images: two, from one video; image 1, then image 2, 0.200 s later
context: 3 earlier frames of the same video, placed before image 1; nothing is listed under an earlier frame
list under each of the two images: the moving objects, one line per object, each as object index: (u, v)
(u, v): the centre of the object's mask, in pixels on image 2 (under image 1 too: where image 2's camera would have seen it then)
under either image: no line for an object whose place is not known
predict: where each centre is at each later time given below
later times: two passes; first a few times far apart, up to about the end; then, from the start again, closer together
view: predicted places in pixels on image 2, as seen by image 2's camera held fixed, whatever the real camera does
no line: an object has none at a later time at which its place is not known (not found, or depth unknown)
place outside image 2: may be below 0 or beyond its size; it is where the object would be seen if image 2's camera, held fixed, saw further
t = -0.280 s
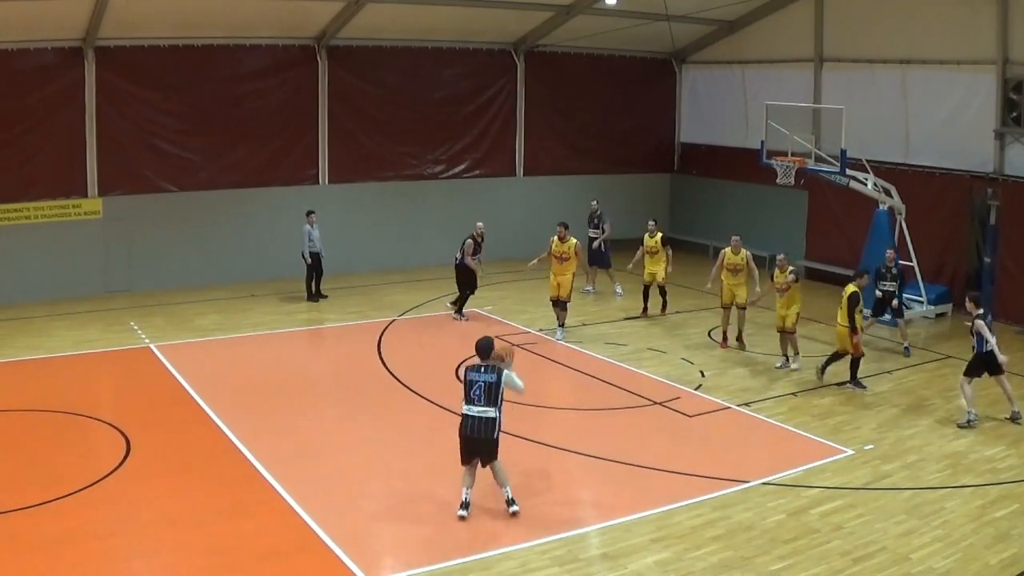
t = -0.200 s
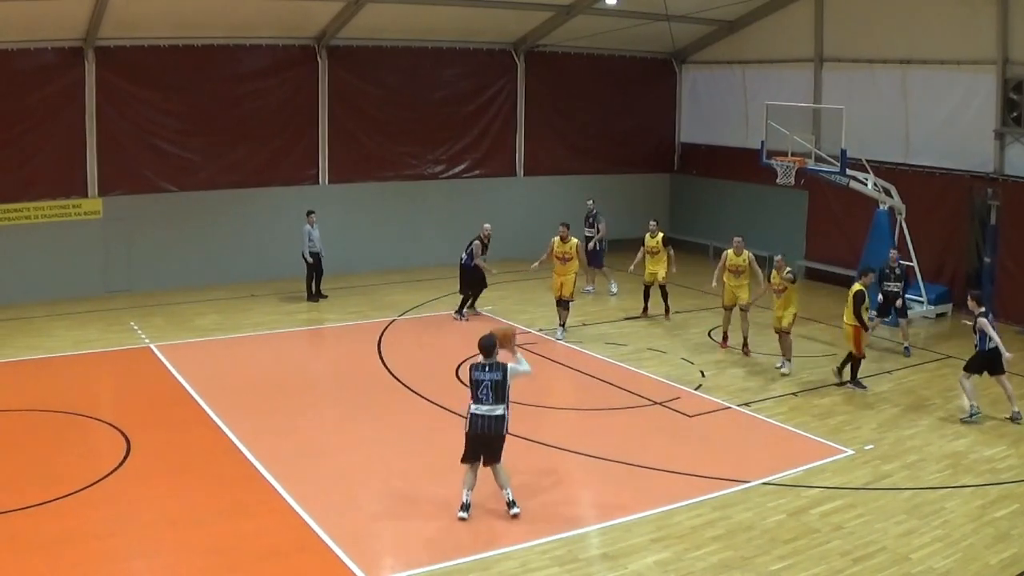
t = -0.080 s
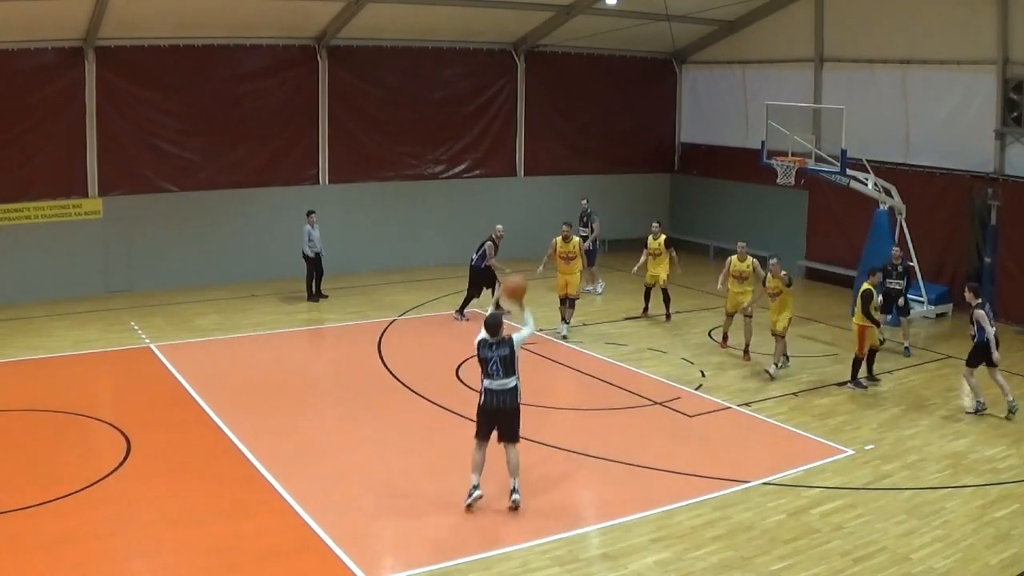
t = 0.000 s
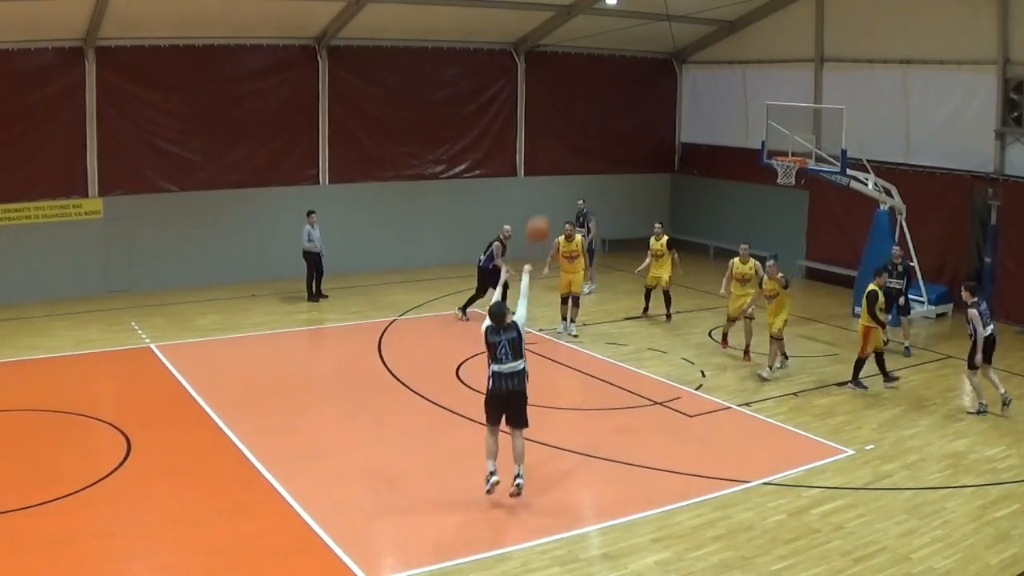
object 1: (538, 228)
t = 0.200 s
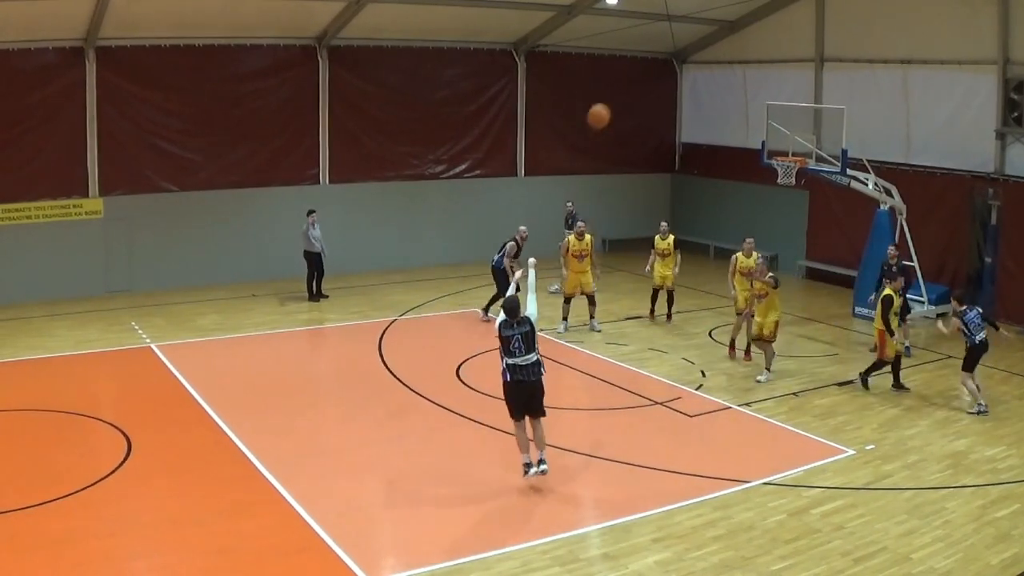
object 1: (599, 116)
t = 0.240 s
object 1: (609, 100)
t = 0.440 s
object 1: (657, 46)
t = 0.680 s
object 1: (702, 33)
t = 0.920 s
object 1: (740, 60)
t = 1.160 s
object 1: (770, 117)
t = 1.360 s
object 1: (787, 138)
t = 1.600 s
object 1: (783, 114)
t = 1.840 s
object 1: (758, 120)
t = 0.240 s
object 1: (609, 100)
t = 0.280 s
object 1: (619, 86)
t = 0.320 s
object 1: (629, 73)
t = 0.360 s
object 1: (638, 63)
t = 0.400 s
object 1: (648, 54)
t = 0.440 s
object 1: (657, 46)
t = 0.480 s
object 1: (665, 41)
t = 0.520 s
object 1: (673, 38)
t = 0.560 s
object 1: (681, 36)
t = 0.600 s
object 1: (688, 33)
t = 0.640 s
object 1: (695, 33)
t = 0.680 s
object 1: (702, 33)
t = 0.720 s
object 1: (709, 35)
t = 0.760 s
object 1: (715, 38)
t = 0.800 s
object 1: (722, 42)
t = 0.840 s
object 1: (728, 47)
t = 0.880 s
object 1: (734, 54)
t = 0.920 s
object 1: (740, 60)
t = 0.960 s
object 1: (746, 68)
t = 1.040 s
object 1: (756, 85)
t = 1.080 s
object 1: (760, 95)
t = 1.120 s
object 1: (765, 108)
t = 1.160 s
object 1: (770, 117)
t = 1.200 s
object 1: (773, 129)
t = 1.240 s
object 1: (778, 141)
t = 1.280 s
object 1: (783, 151)
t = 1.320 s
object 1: (785, 144)
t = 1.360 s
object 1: (787, 138)
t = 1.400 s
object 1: (790, 133)
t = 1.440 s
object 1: (792, 128)
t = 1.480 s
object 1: (794, 124)
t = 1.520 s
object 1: (790, 120)
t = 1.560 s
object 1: (786, 117)
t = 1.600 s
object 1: (783, 114)
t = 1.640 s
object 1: (778, 113)
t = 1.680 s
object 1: (775, 112)
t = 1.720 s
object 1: (770, 113)
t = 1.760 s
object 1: (767, 113)
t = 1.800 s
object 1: (762, 116)
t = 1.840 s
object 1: (758, 120)
